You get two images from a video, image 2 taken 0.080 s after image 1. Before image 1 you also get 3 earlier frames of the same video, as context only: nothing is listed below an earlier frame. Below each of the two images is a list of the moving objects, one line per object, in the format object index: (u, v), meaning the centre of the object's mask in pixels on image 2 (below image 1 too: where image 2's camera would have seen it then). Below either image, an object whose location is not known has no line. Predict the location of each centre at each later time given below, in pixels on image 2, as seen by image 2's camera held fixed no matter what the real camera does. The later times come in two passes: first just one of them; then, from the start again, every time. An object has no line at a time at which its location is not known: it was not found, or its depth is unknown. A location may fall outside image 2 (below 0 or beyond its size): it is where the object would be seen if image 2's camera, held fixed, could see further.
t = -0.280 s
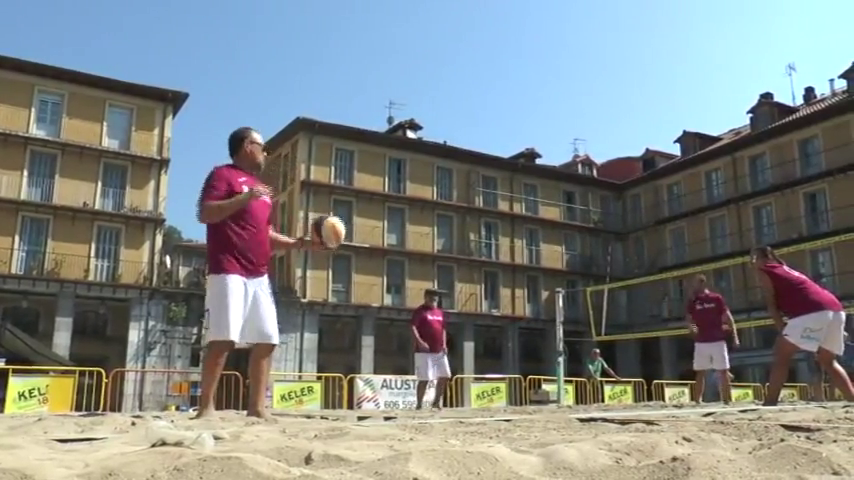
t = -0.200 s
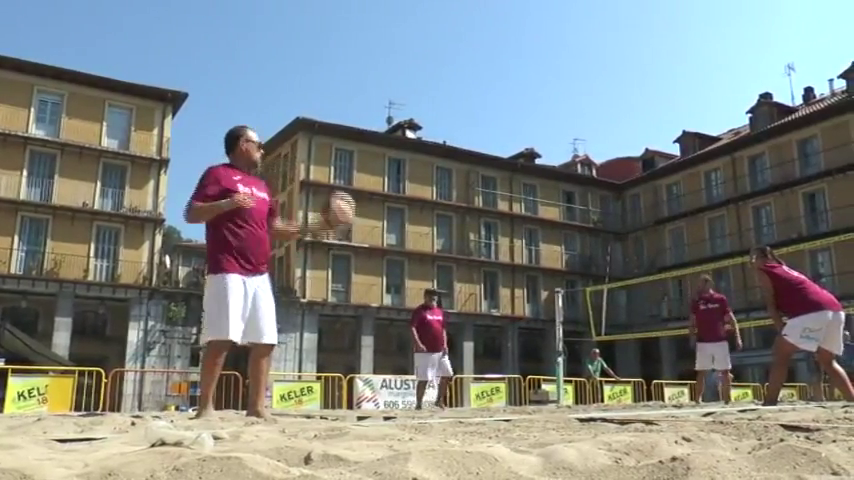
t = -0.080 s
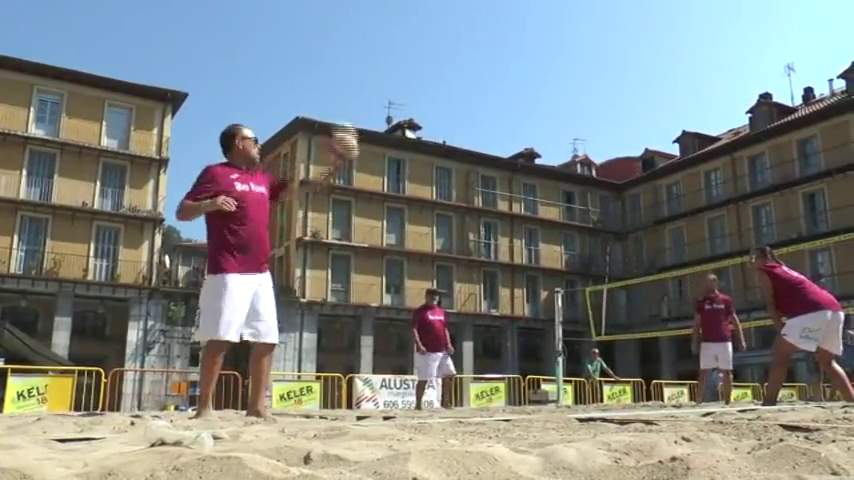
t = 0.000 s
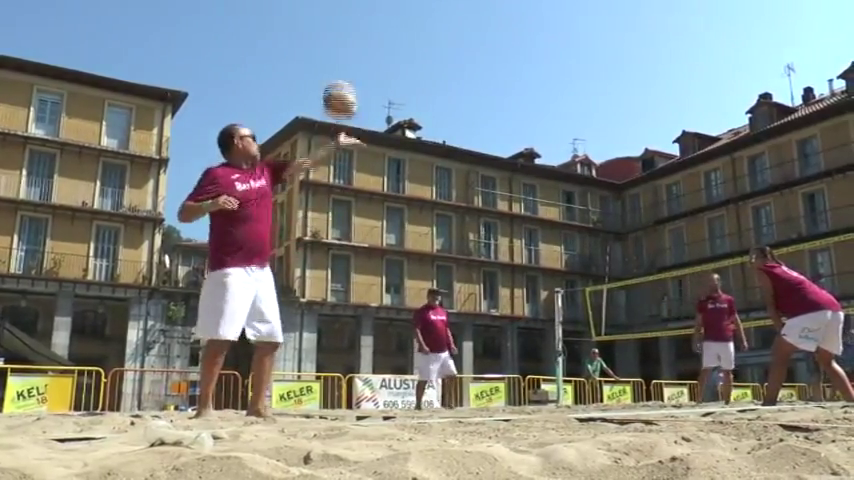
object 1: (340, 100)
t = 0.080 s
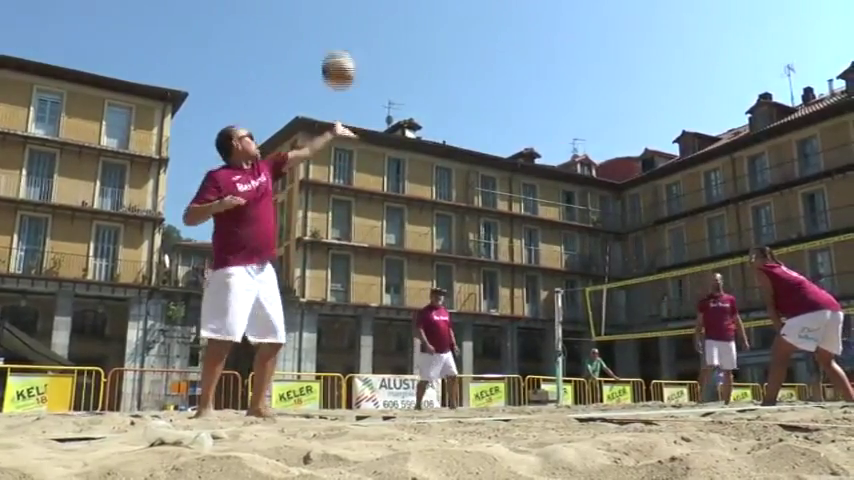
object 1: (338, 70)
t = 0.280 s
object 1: (335, 32)
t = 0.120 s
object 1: (338, 59)
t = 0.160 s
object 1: (337, 49)
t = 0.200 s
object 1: (336, 41)
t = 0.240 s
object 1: (336, 35)
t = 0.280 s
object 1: (335, 32)
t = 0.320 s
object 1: (335, 31)
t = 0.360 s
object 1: (334, 31)
